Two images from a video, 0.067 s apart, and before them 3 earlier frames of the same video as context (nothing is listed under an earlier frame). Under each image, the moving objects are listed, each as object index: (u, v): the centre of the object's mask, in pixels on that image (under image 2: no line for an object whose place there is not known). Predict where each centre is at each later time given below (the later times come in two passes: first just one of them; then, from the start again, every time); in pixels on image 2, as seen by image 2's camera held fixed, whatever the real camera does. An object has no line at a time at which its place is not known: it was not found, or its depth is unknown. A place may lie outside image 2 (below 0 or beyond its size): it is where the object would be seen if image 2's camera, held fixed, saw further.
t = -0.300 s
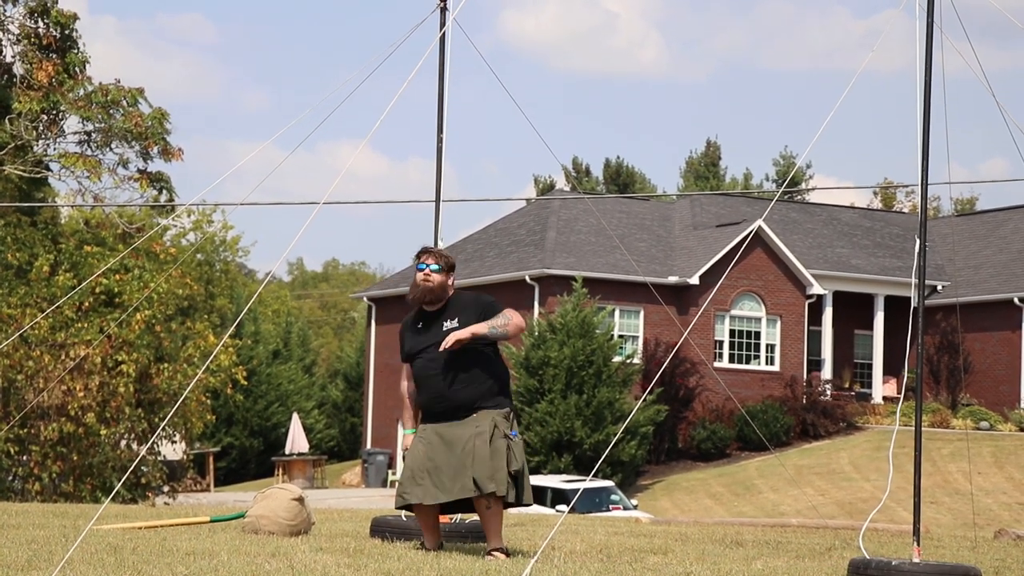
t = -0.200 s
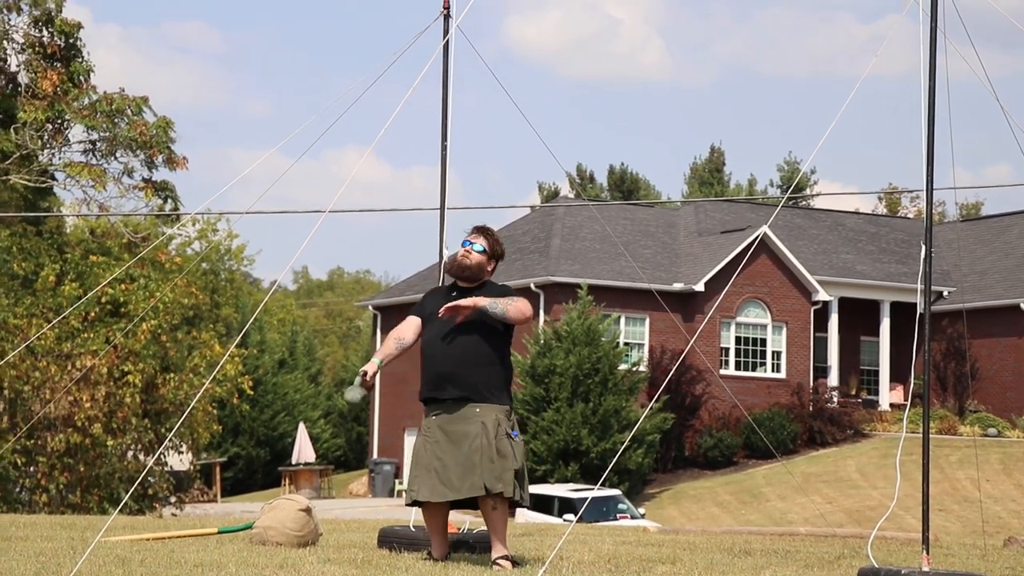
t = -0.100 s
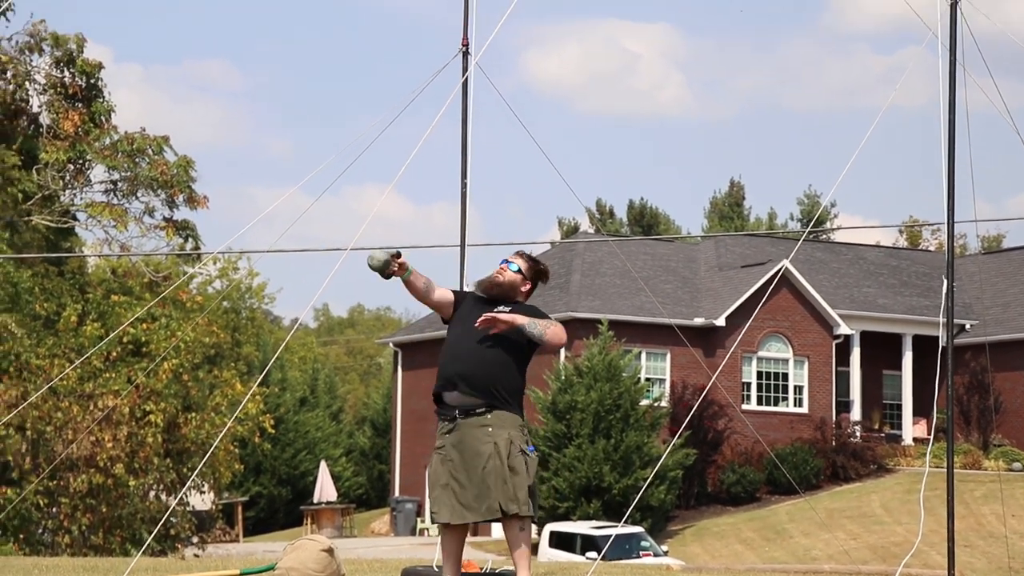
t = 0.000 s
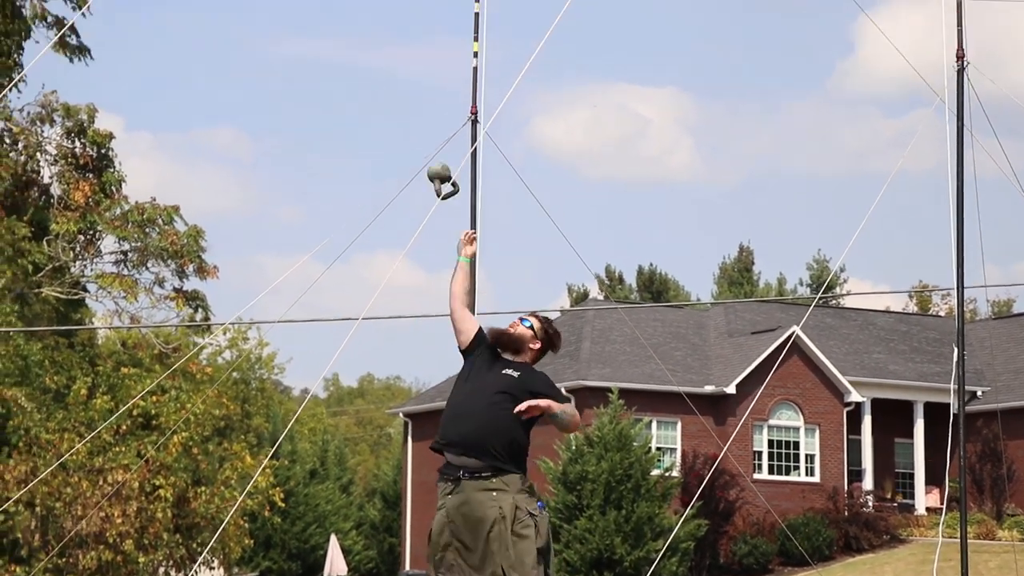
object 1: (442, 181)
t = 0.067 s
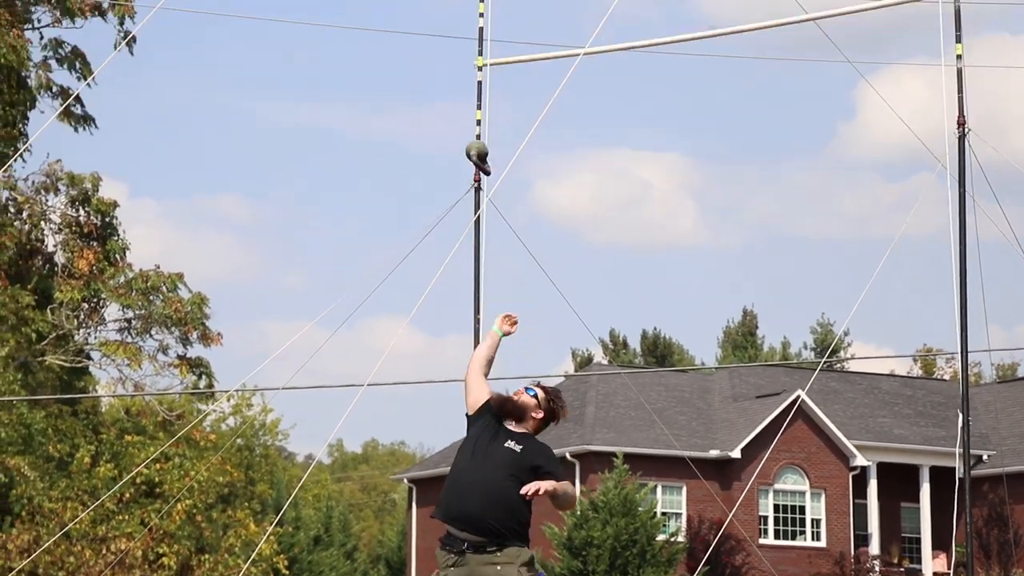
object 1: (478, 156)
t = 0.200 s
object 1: (544, 7)
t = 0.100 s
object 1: (495, 114)
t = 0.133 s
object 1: (510, 74)
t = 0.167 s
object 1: (535, 34)
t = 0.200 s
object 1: (544, 7)
